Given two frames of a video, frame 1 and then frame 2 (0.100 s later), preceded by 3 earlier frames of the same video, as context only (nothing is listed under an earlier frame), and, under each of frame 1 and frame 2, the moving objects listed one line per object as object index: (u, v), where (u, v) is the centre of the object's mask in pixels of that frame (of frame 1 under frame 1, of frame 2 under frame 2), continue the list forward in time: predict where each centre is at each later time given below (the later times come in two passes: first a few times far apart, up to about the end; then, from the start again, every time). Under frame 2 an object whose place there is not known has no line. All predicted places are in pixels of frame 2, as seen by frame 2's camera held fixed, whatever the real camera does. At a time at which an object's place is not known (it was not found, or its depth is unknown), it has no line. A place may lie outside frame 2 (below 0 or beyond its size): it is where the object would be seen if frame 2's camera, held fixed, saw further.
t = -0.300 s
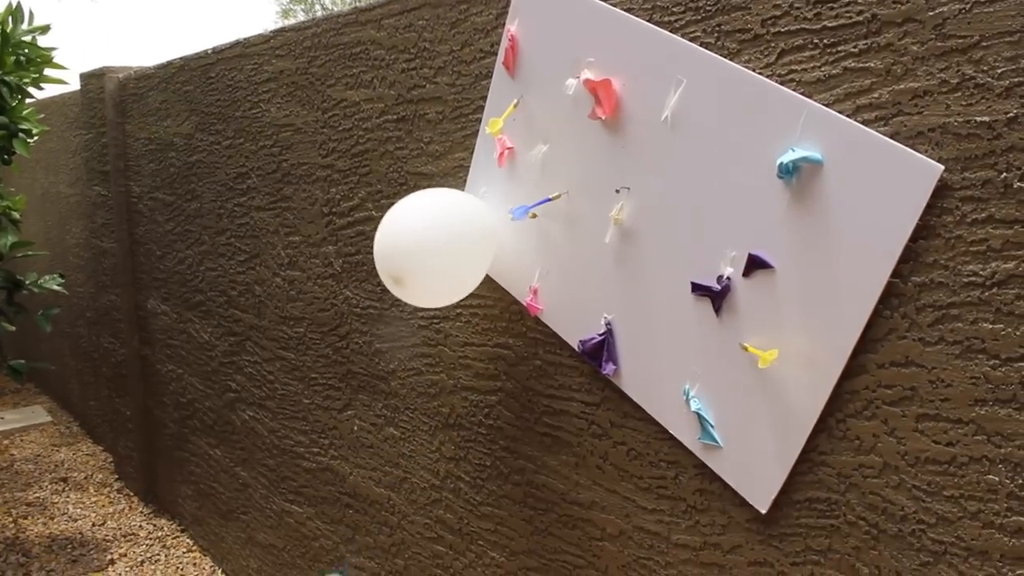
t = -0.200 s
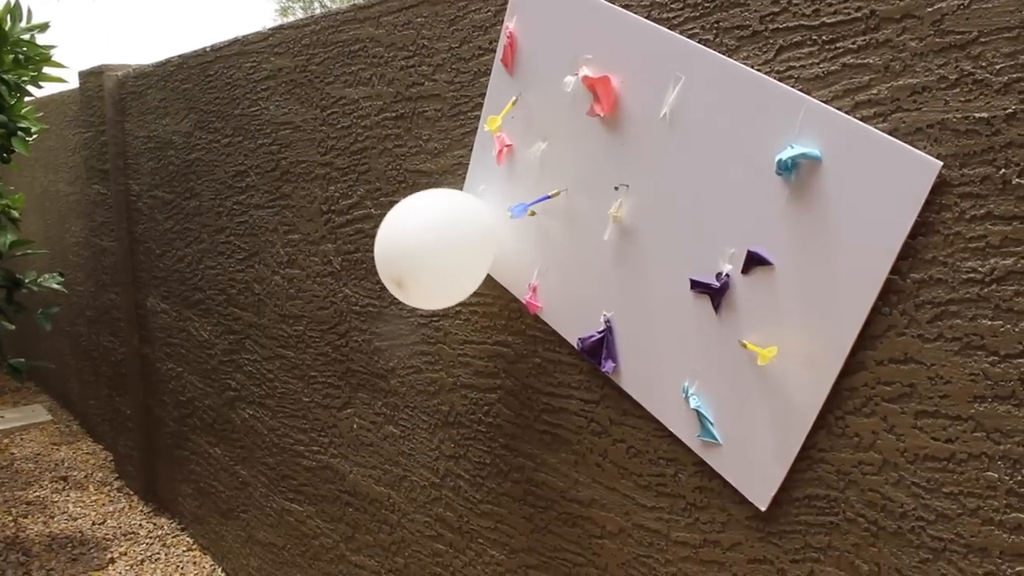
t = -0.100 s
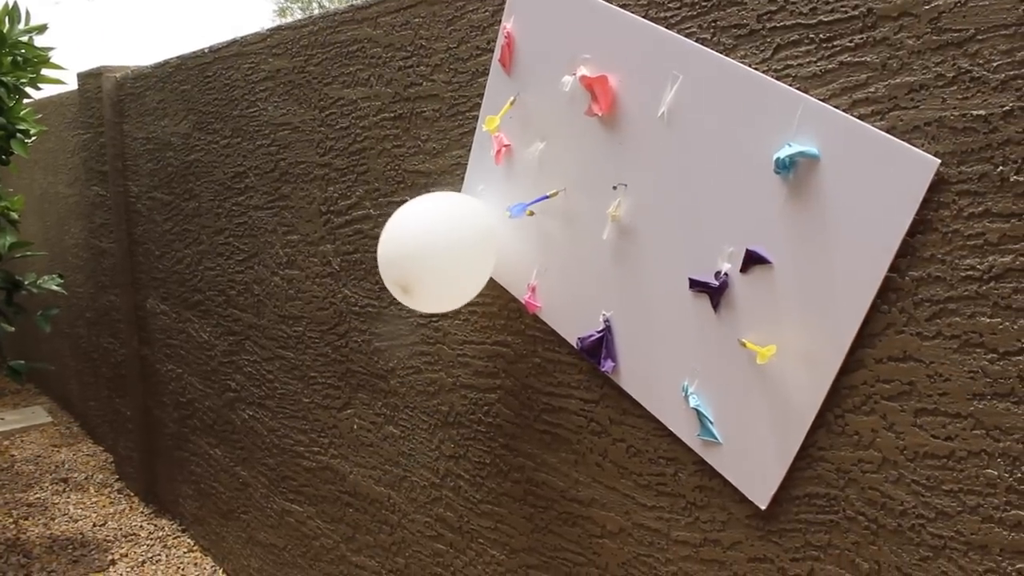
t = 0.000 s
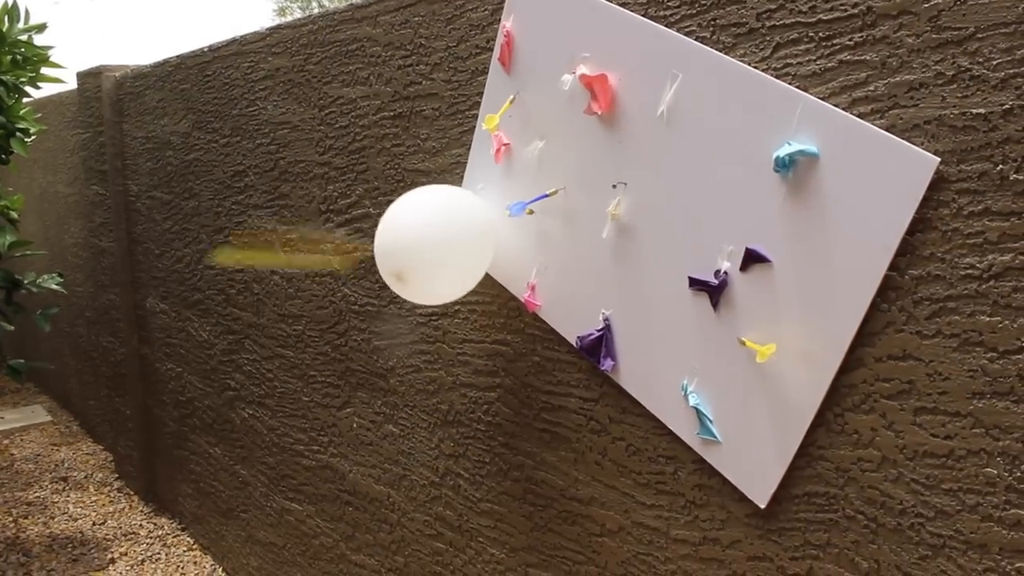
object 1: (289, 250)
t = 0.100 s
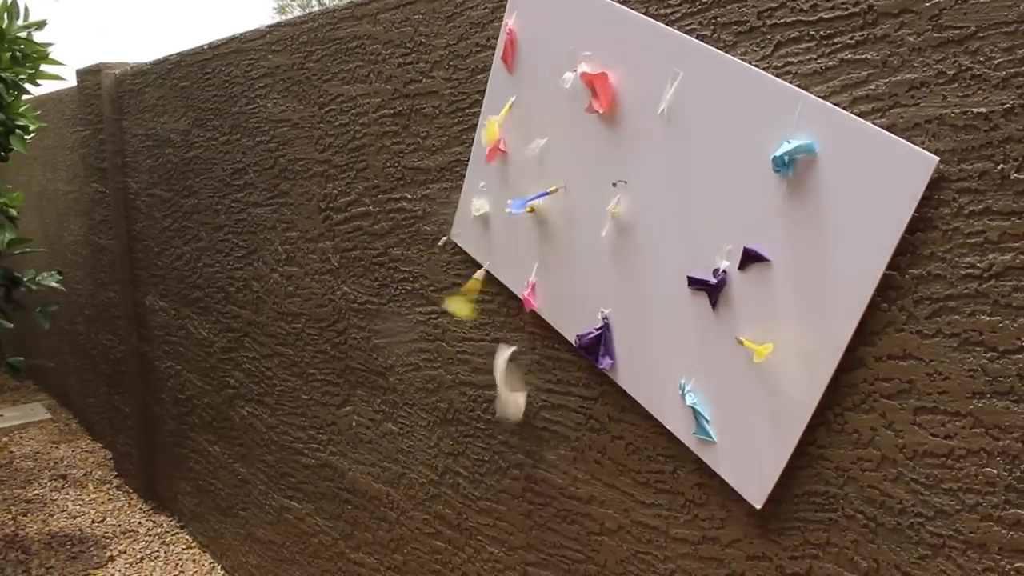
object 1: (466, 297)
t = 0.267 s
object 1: (404, 339)
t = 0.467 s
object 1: (348, 566)
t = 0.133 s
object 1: (452, 291)
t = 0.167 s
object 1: (438, 294)
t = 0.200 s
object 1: (428, 301)
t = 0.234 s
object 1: (417, 316)
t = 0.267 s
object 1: (404, 339)
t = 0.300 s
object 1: (393, 367)
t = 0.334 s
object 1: (383, 403)
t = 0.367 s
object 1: (373, 443)
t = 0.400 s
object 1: (365, 489)
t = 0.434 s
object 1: (359, 539)
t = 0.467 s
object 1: (348, 566)
